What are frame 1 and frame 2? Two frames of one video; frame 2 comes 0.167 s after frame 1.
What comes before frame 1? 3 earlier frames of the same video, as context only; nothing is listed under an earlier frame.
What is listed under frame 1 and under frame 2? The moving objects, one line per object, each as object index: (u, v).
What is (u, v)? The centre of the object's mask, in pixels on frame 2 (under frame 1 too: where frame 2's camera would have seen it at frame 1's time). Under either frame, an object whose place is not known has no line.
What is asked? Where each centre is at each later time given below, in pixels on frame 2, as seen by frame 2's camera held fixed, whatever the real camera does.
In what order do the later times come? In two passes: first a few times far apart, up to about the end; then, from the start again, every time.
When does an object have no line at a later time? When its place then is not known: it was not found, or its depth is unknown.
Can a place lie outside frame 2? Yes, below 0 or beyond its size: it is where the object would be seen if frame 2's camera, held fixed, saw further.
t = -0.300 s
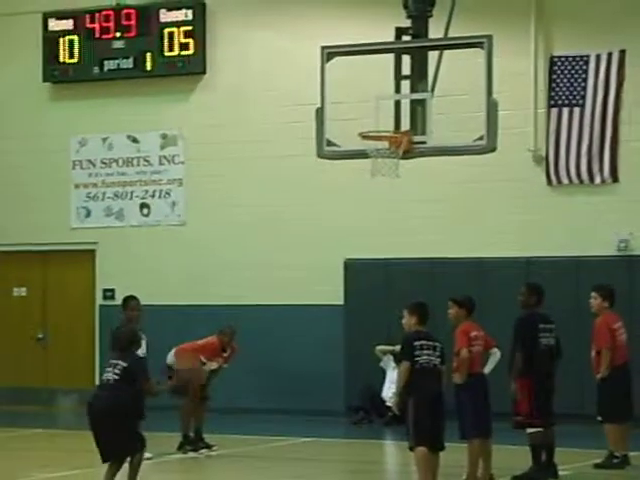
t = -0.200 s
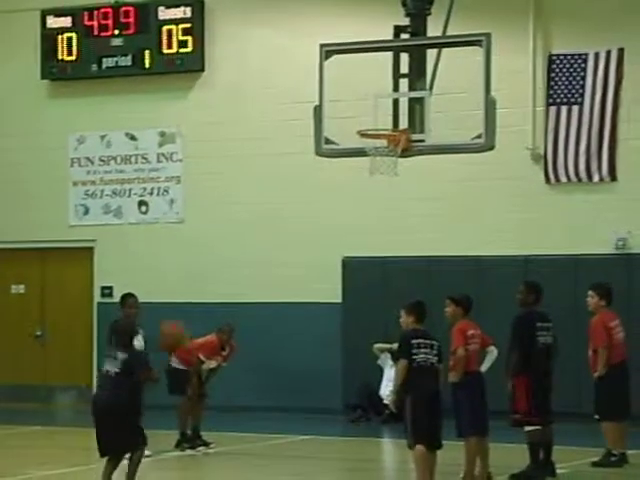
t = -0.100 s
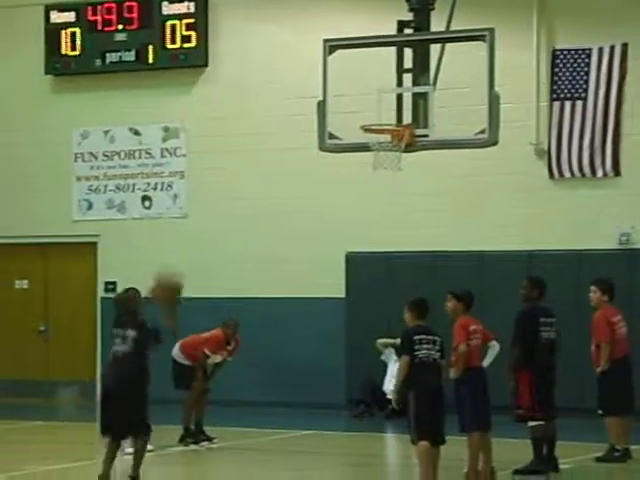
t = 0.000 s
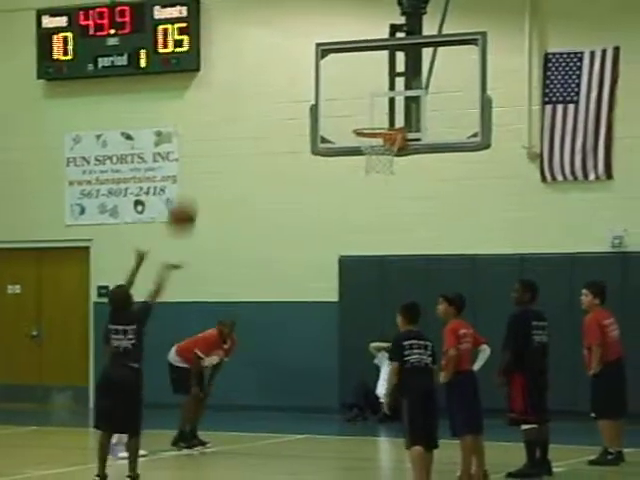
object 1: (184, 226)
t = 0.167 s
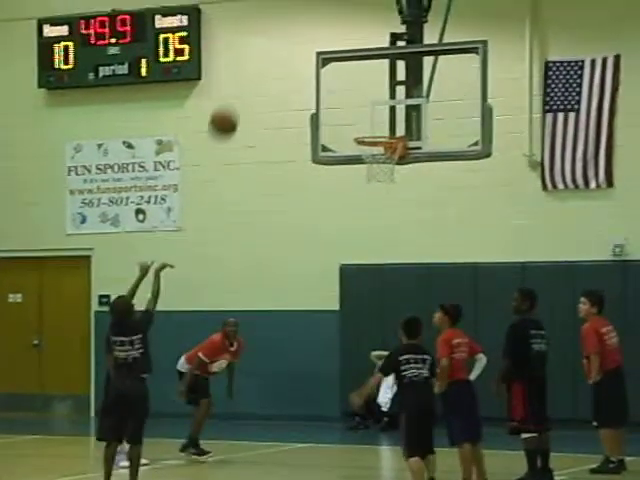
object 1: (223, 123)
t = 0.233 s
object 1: (238, 94)
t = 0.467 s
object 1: (286, 40)
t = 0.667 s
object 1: (325, 46)
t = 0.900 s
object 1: (365, 103)
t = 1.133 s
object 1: (390, 110)
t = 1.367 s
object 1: (407, 130)
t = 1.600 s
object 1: (418, 137)
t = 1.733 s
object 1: (425, 167)
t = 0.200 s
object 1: (231, 108)
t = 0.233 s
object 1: (238, 94)
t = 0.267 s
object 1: (246, 82)
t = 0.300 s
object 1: (253, 71)
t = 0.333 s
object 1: (259, 63)
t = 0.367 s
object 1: (266, 55)
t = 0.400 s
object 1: (273, 49)
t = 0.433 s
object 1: (280, 44)
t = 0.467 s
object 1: (286, 40)
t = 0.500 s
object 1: (294, 38)
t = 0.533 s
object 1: (299, 38)
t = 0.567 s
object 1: (306, 38)
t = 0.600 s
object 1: (312, 39)
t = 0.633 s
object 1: (319, 41)
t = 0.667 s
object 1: (325, 46)
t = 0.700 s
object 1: (330, 50)
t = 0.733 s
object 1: (336, 57)
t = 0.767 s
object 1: (343, 66)
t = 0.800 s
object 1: (348, 72)
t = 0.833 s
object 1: (353, 81)
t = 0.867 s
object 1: (359, 91)
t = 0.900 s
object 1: (365, 103)
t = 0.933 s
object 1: (370, 115)
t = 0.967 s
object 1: (375, 123)
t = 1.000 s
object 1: (378, 119)
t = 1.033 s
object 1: (382, 115)
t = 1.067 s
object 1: (384, 112)
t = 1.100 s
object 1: (387, 111)
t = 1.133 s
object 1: (390, 110)
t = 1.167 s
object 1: (393, 111)
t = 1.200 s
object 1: (396, 113)
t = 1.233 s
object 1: (397, 115)
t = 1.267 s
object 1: (398, 122)
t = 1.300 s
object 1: (405, 127)
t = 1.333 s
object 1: (408, 129)
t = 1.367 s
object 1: (407, 130)
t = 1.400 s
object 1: (408, 128)
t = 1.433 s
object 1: (411, 128)
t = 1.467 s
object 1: (413, 127)
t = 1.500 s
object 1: (414, 128)
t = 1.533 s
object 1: (417, 130)
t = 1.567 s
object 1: (418, 133)
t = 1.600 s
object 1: (418, 137)
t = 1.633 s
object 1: (419, 142)
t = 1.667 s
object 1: (424, 151)
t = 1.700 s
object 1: (424, 161)
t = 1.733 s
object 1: (425, 167)
